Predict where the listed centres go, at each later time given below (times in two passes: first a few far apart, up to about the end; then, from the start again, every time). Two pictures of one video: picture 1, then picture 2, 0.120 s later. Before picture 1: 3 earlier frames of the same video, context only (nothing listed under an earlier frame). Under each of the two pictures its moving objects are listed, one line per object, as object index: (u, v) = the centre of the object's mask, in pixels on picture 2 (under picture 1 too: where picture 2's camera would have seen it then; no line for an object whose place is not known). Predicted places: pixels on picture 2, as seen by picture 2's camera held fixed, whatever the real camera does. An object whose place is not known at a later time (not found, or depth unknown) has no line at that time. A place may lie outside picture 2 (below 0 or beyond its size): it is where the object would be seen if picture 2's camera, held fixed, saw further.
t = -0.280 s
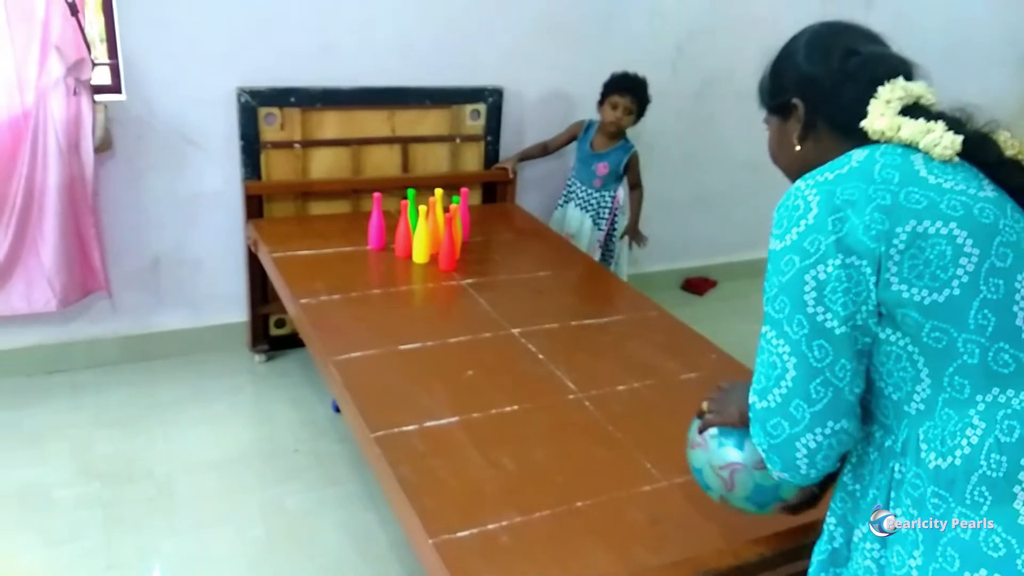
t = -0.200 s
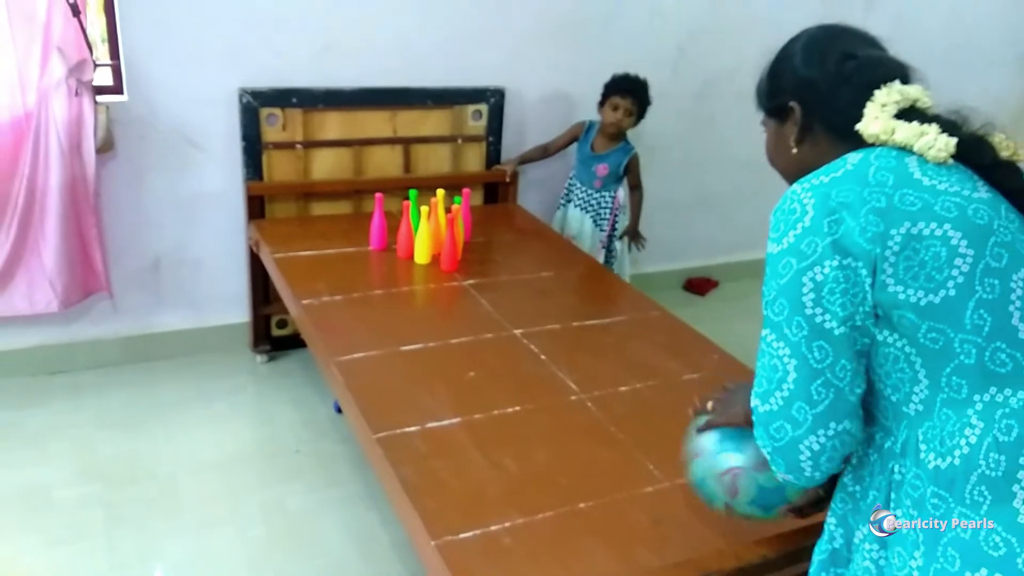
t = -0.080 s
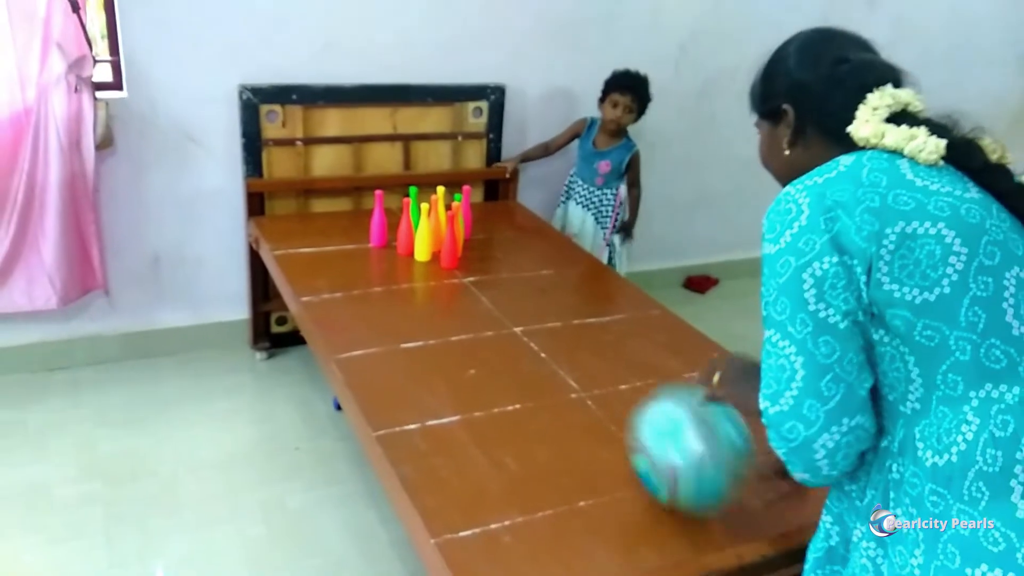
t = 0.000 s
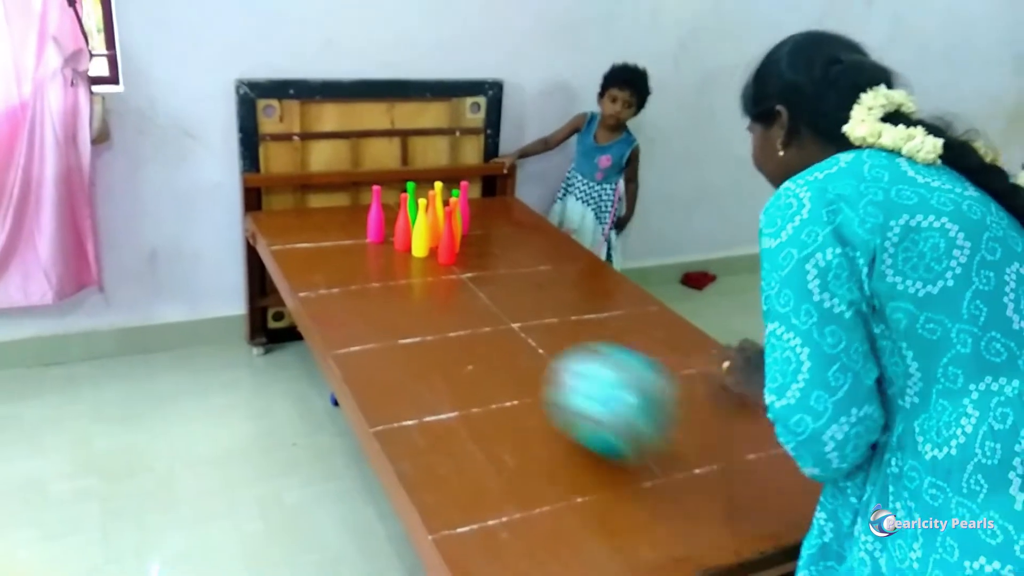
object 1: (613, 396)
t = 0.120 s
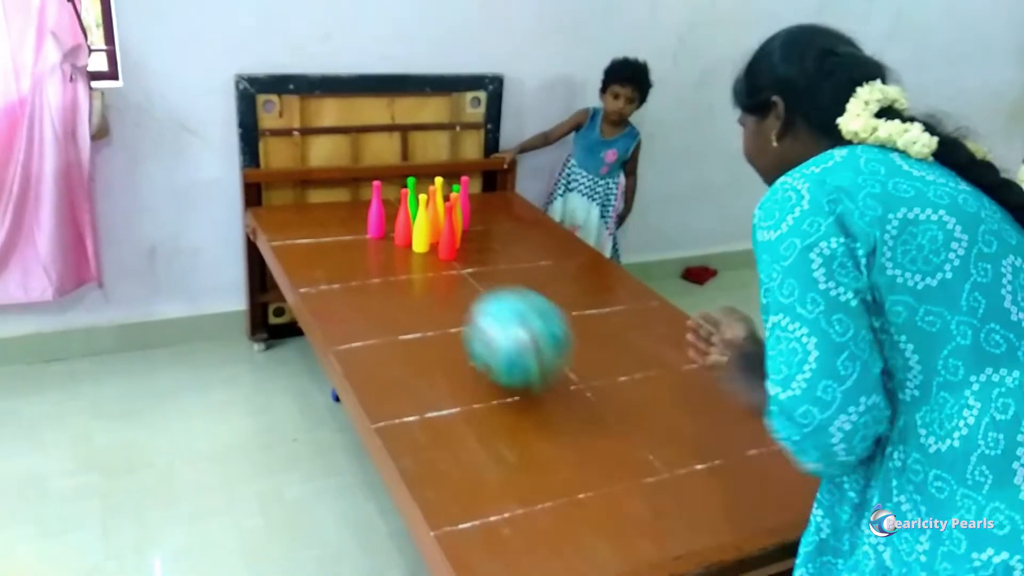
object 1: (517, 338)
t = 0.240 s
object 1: (453, 303)
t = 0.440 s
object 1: (364, 259)
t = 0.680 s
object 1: (283, 216)
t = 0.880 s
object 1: (224, 204)
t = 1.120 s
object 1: (176, 298)
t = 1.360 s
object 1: (134, 318)
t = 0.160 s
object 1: (493, 328)
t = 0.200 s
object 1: (471, 315)
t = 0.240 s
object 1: (453, 303)
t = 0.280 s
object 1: (435, 295)
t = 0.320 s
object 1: (414, 284)
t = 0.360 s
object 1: (398, 275)
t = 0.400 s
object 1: (382, 268)
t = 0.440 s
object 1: (364, 259)
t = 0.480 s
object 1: (350, 250)
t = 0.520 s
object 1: (334, 243)
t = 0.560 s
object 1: (322, 236)
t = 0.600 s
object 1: (309, 230)
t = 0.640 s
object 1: (296, 223)
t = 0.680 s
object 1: (283, 216)
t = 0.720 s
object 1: (272, 210)
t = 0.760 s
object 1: (260, 204)
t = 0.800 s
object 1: (249, 201)
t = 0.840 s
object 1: (236, 201)
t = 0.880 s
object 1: (224, 204)
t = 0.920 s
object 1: (213, 211)
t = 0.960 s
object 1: (202, 223)
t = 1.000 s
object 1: (194, 238)
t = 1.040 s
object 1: (184, 255)
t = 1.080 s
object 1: (180, 274)
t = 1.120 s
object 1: (176, 298)
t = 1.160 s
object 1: (172, 322)
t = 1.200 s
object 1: (169, 344)
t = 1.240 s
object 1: (161, 334)
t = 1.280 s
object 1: (151, 324)
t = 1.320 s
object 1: (142, 320)
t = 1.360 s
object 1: (134, 318)
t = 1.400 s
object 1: (126, 322)
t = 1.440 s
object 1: (119, 328)
